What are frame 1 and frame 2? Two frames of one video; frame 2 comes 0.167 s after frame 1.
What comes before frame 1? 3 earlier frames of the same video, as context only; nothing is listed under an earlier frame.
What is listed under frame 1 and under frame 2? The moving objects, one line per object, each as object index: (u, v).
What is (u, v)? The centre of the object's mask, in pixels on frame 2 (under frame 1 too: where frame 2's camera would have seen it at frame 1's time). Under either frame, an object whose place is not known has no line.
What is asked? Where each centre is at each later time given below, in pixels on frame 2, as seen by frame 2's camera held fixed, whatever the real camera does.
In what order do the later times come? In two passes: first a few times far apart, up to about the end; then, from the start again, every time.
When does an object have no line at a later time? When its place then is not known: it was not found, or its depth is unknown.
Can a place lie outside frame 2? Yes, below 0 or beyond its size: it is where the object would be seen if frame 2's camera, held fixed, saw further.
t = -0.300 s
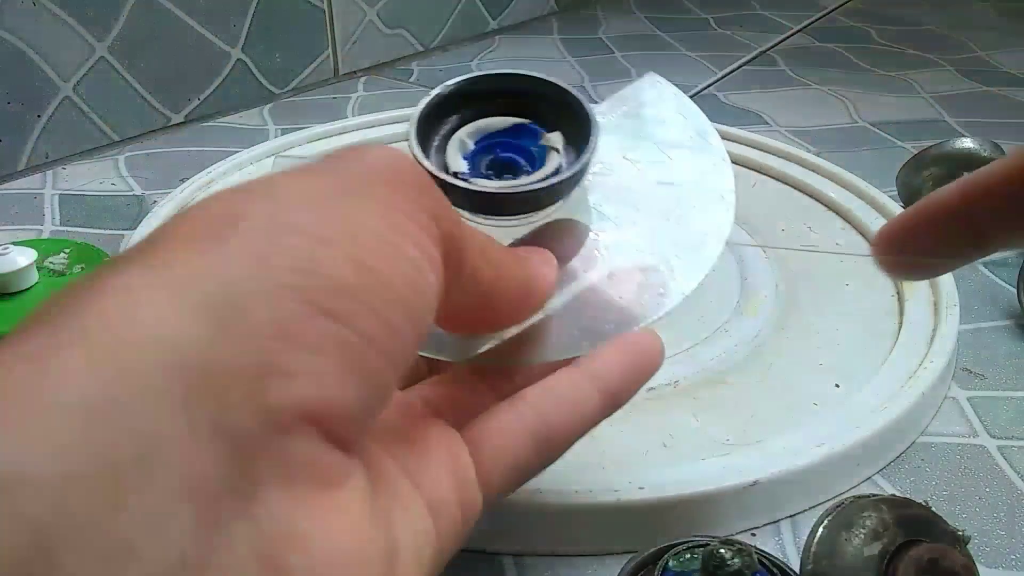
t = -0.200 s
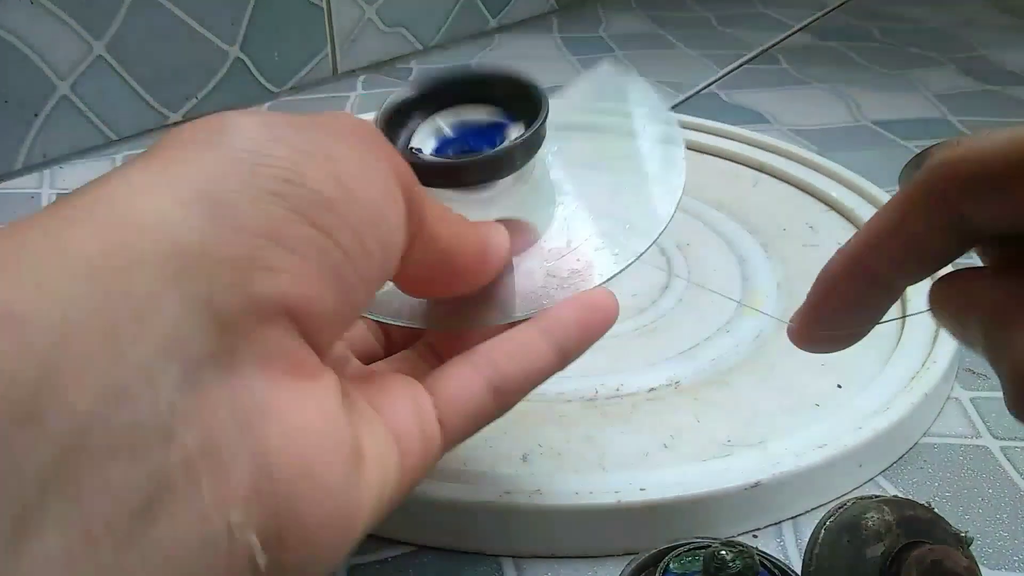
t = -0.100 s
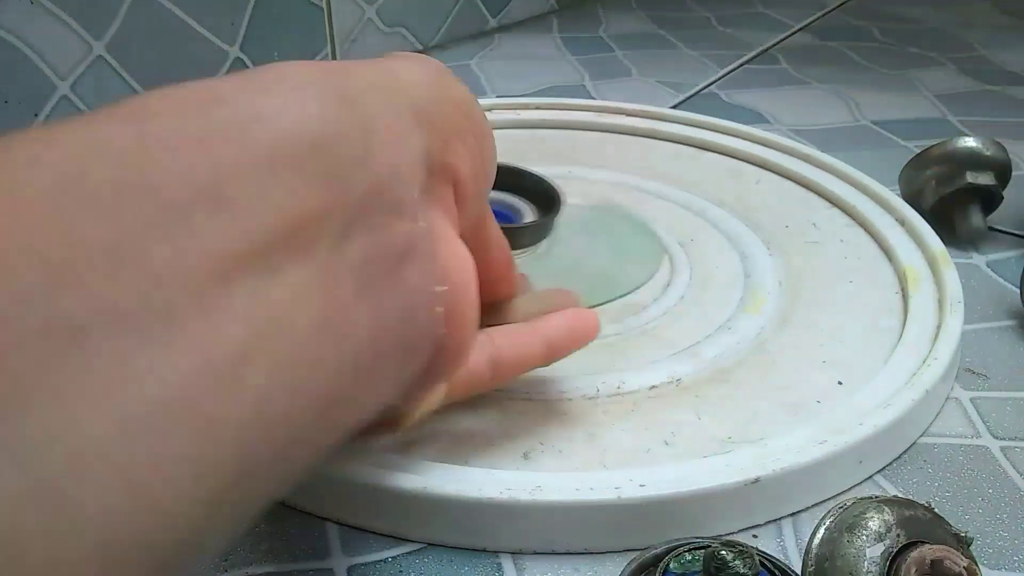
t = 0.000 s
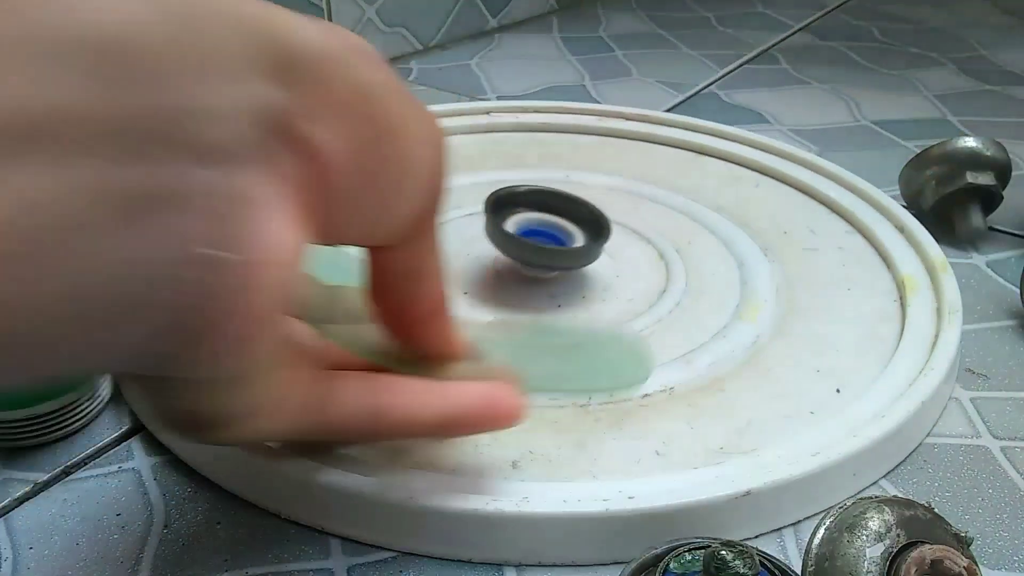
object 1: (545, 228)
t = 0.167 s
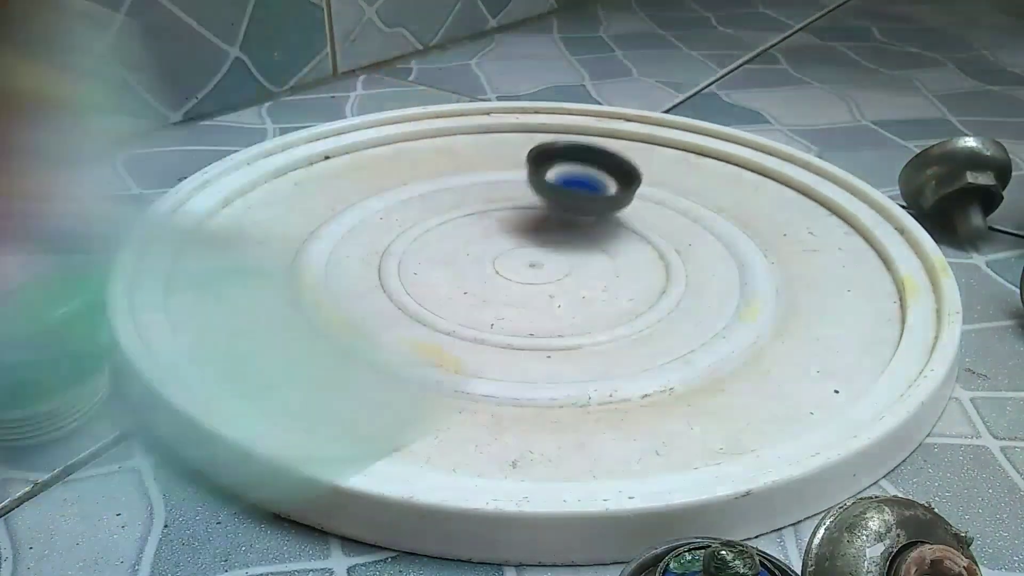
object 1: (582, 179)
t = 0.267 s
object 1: (581, 157)
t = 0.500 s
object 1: (532, 141)
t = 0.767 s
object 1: (563, 146)
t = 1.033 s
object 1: (611, 155)
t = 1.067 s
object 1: (618, 155)
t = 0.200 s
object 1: (585, 169)
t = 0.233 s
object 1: (582, 163)
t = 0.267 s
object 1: (581, 157)
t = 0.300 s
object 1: (584, 152)
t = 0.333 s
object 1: (587, 141)
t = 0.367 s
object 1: (578, 141)
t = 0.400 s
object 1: (562, 143)
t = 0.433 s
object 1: (536, 144)
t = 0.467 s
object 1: (533, 143)
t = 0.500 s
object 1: (532, 141)
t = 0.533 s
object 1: (527, 144)
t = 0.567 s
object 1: (530, 142)
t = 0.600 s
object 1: (534, 144)
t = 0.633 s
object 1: (539, 143)
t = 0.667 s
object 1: (543, 143)
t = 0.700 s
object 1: (550, 145)
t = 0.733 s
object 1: (558, 144)
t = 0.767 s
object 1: (563, 146)
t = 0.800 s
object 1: (569, 146)
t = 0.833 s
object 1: (574, 144)
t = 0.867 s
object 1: (576, 148)
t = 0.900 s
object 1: (583, 148)
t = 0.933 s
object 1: (592, 150)
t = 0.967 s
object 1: (600, 149)
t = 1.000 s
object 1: (607, 150)
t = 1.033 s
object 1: (611, 155)
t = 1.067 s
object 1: (618, 155)
